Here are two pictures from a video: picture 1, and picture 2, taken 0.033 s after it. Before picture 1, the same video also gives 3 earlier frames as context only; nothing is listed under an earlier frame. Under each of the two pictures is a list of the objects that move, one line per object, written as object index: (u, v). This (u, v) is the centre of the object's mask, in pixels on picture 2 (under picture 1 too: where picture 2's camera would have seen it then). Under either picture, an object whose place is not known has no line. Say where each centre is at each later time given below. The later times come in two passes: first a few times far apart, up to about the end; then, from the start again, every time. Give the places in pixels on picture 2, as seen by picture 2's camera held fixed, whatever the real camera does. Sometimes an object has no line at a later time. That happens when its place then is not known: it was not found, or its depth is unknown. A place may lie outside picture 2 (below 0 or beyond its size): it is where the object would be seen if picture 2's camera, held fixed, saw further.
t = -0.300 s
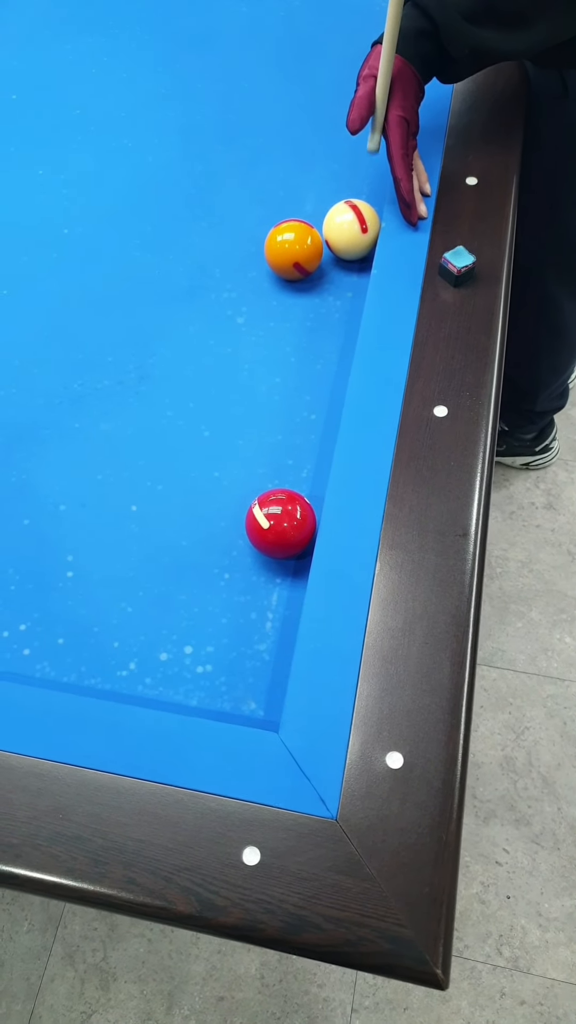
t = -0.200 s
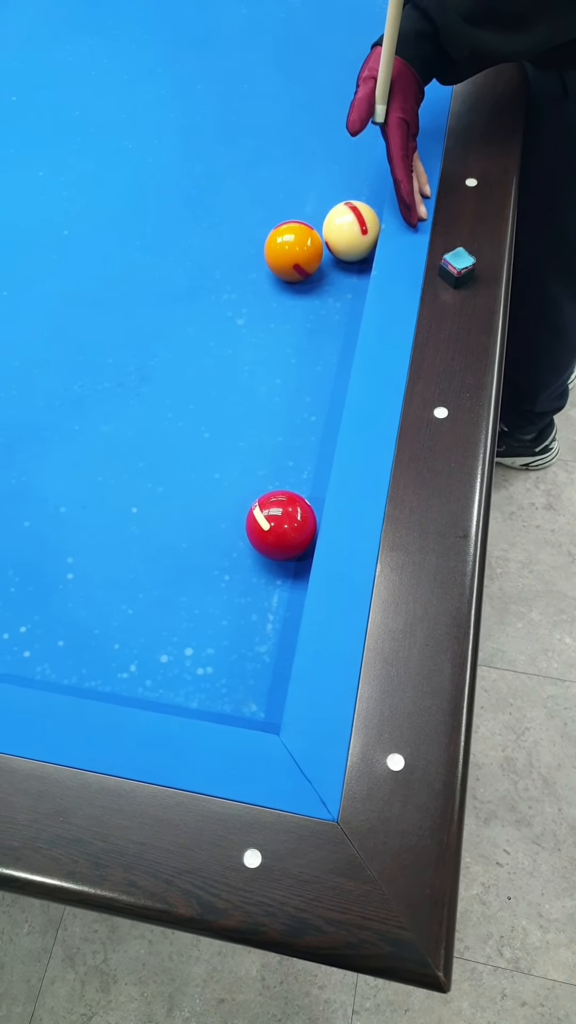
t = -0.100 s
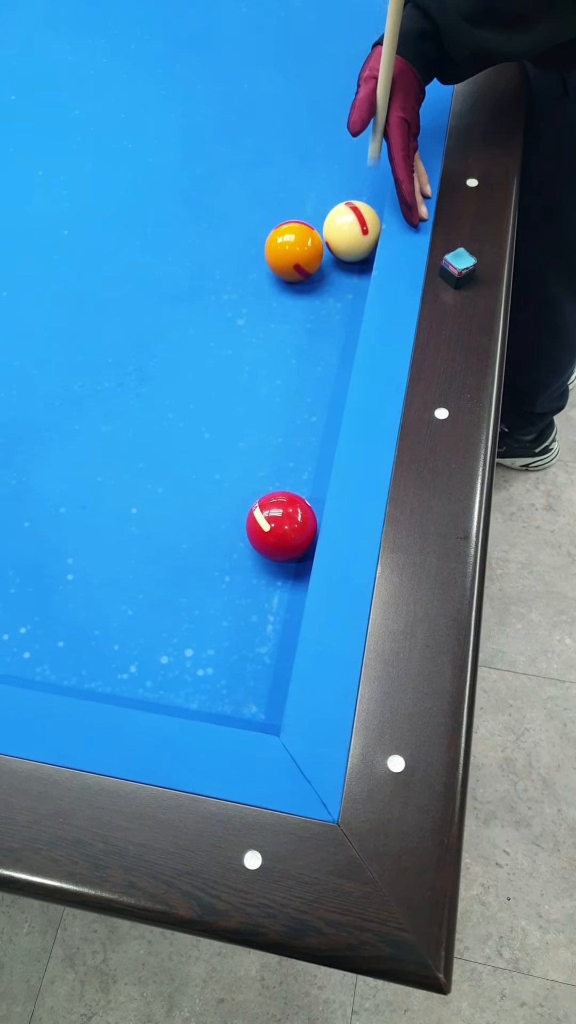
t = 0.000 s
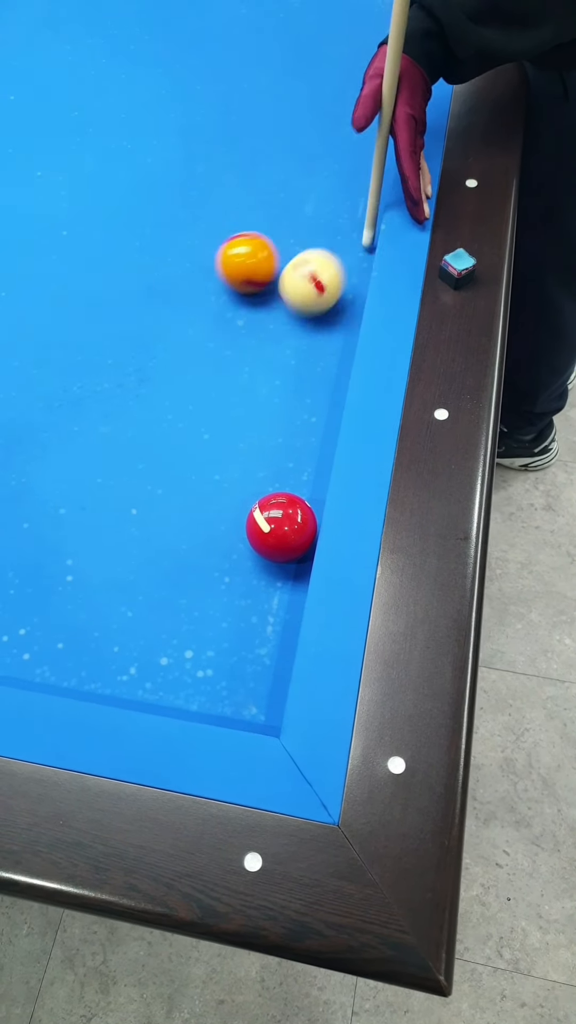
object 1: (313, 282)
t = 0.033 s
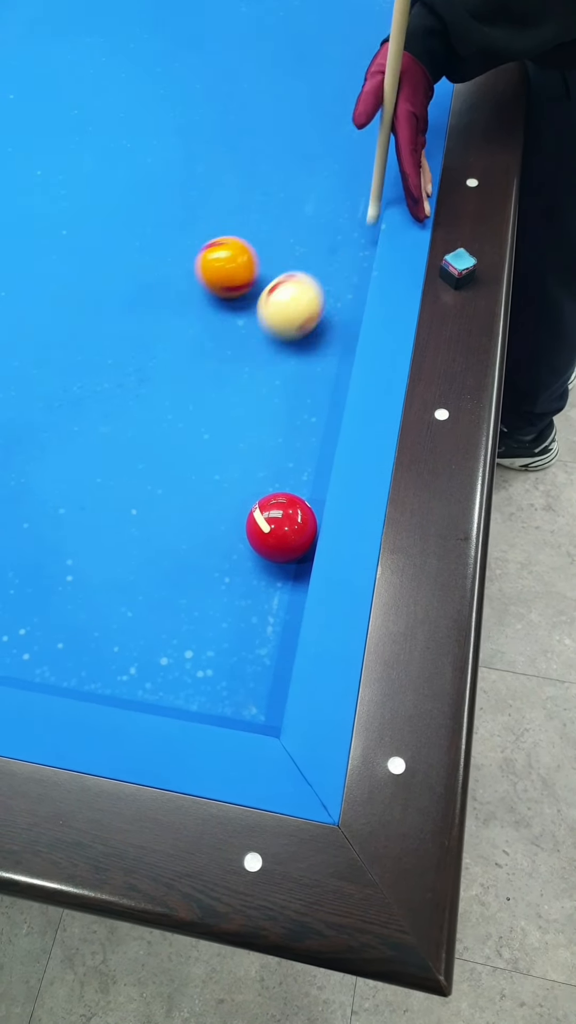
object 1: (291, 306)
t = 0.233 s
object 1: (179, 445)
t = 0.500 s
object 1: (107, 609)
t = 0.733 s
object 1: (160, 650)
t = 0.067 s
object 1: (270, 330)
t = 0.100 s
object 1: (250, 353)
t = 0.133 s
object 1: (230, 376)
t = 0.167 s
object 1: (212, 400)
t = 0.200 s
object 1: (195, 423)
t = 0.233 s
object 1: (179, 445)
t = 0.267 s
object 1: (164, 468)
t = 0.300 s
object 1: (151, 490)
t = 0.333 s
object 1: (140, 511)
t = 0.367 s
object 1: (130, 532)
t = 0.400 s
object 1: (122, 552)
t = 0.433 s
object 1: (115, 572)
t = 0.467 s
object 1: (110, 591)
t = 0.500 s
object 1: (107, 609)
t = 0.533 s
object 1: (106, 626)
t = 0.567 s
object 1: (106, 644)
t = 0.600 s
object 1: (109, 660)
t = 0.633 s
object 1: (116, 668)
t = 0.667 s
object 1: (132, 661)
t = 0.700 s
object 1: (146, 655)
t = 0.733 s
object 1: (160, 650)
